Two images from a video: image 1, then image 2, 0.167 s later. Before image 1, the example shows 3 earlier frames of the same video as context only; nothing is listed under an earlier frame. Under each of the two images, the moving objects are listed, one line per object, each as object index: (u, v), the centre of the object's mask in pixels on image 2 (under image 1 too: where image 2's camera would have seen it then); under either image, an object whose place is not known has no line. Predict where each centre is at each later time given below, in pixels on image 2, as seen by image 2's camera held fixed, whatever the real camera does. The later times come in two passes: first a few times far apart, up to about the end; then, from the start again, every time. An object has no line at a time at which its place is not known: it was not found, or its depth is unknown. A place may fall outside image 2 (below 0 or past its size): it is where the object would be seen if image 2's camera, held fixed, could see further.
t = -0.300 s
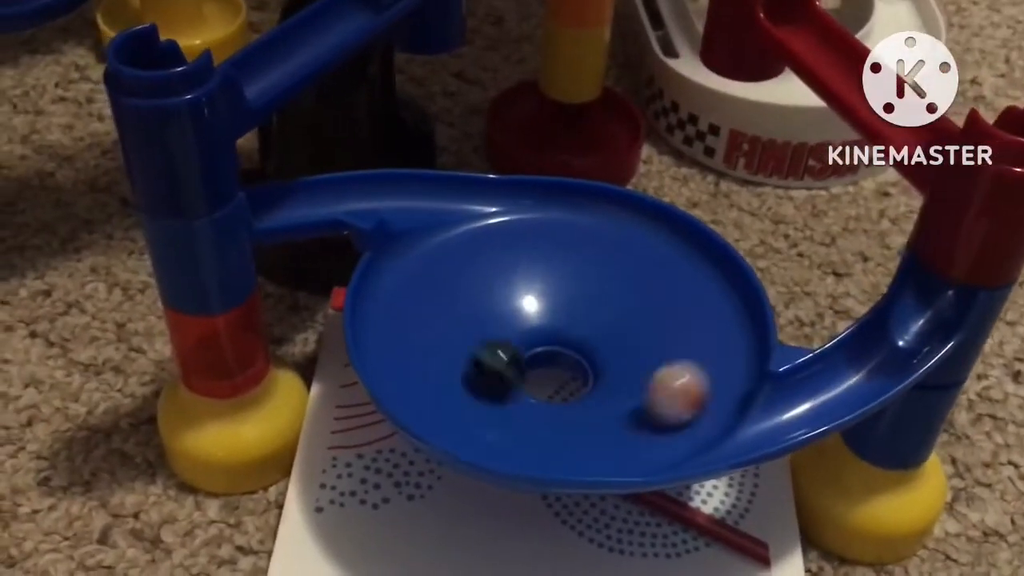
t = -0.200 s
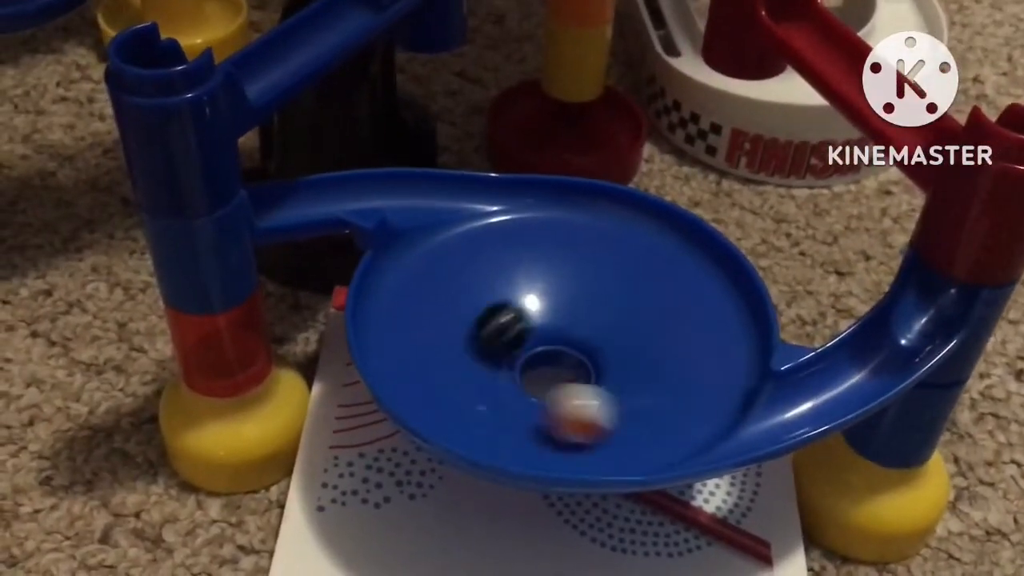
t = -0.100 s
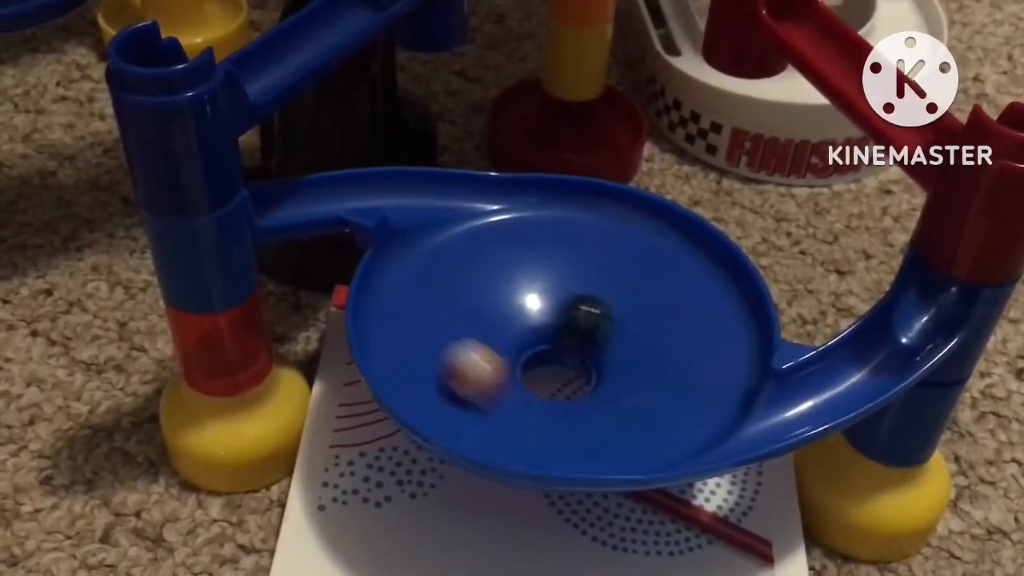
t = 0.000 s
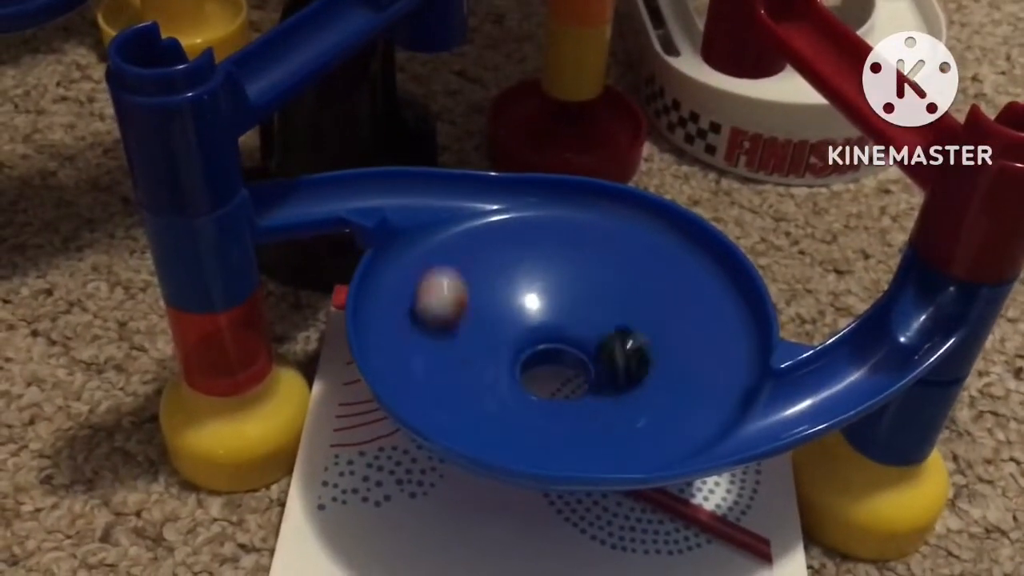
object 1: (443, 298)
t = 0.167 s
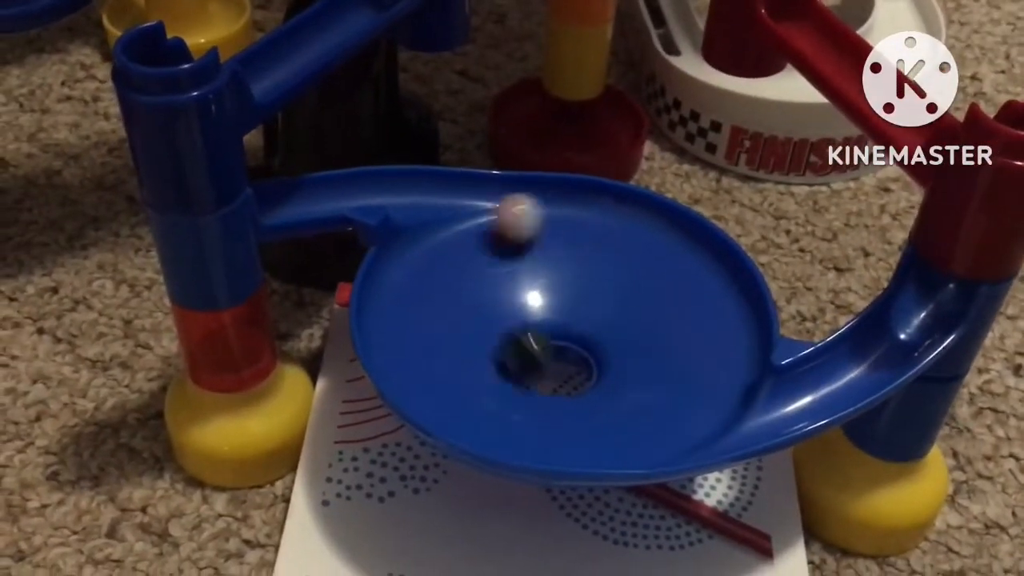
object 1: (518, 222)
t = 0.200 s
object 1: (538, 218)
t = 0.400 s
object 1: (653, 291)
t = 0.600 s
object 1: (535, 406)
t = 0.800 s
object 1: (421, 327)
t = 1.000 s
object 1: (540, 267)
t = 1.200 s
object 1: (680, 351)
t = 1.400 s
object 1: (556, 407)
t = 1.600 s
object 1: (484, 286)
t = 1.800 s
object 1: (615, 251)
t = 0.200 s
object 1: (538, 218)
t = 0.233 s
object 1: (561, 219)
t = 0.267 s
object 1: (585, 225)
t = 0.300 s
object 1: (605, 233)
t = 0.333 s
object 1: (626, 248)
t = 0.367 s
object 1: (643, 270)
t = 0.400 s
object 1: (653, 291)
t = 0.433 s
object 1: (657, 320)
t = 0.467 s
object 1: (650, 347)
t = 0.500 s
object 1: (630, 374)
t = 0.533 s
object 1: (605, 391)
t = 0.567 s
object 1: (569, 402)
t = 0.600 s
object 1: (535, 406)
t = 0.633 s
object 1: (501, 399)
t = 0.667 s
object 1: (472, 390)
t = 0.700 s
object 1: (449, 376)
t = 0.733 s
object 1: (432, 360)
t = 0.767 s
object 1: (422, 344)
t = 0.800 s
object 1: (421, 327)
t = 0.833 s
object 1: (425, 309)
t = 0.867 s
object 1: (435, 295)
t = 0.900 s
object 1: (453, 281)
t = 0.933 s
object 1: (478, 270)
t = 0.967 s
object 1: (505, 267)
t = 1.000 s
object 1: (540, 267)
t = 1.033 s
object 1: (576, 270)
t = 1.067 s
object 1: (610, 279)
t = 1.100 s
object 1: (641, 292)
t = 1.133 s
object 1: (661, 309)
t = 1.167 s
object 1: (675, 331)
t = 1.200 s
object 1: (680, 351)
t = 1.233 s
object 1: (675, 370)
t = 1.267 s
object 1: (662, 389)
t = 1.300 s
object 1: (644, 400)
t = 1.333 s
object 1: (616, 409)
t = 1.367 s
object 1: (586, 412)
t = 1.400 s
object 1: (556, 407)
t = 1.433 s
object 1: (526, 397)
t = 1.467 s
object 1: (501, 382)
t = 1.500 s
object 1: (481, 359)
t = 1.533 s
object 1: (472, 335)
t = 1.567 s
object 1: (474, 308)
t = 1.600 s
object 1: (484, 286)
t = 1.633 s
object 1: (501, 267)
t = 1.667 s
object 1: (525, 254)
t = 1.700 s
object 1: (546, 248)
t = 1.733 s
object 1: (571, 244)
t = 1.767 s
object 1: (594, 248)
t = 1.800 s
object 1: (615, 251)
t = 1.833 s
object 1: (635, 258)
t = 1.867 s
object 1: (650, 275)
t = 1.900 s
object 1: (658, 295)
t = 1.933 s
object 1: (658, 319)
